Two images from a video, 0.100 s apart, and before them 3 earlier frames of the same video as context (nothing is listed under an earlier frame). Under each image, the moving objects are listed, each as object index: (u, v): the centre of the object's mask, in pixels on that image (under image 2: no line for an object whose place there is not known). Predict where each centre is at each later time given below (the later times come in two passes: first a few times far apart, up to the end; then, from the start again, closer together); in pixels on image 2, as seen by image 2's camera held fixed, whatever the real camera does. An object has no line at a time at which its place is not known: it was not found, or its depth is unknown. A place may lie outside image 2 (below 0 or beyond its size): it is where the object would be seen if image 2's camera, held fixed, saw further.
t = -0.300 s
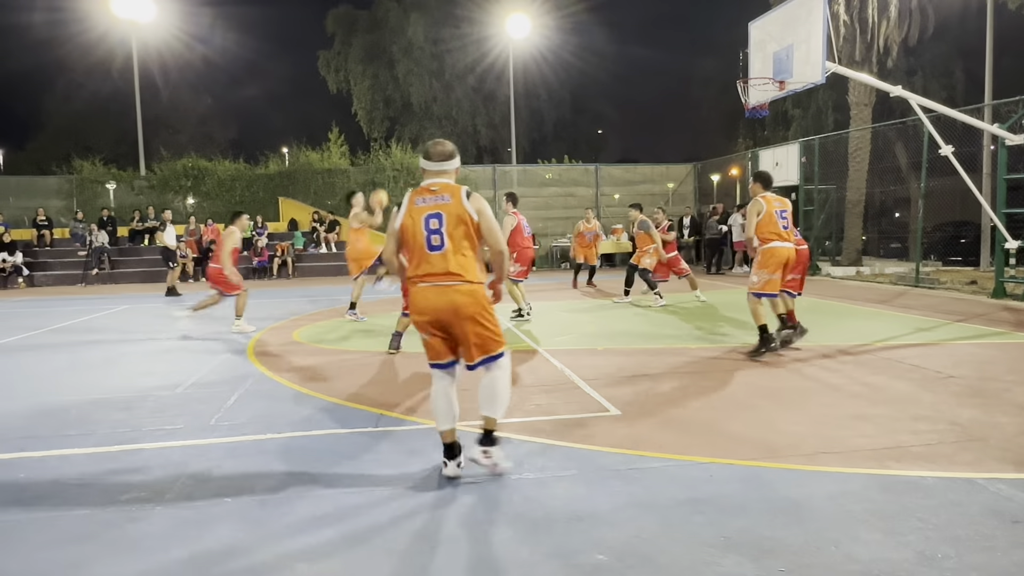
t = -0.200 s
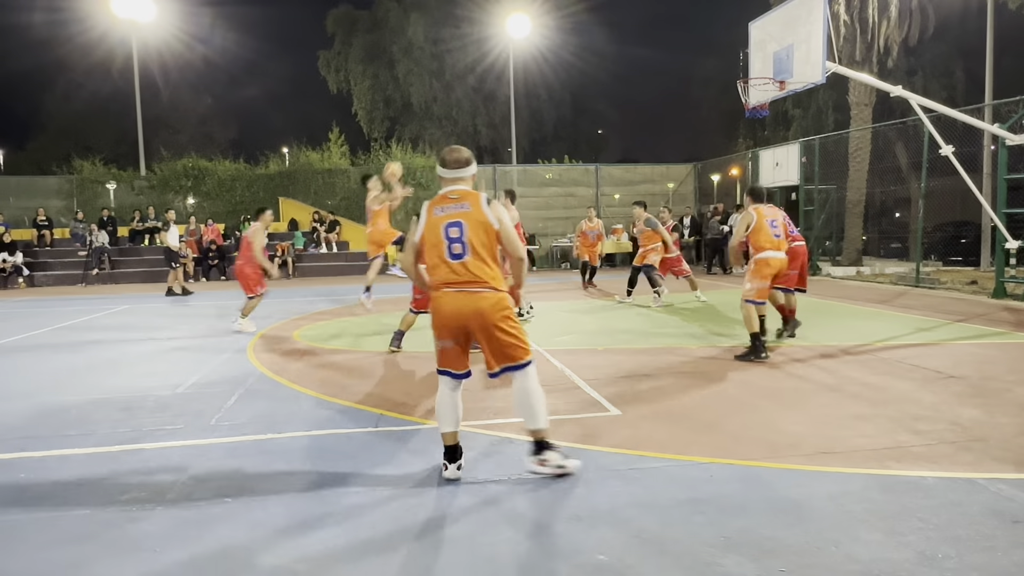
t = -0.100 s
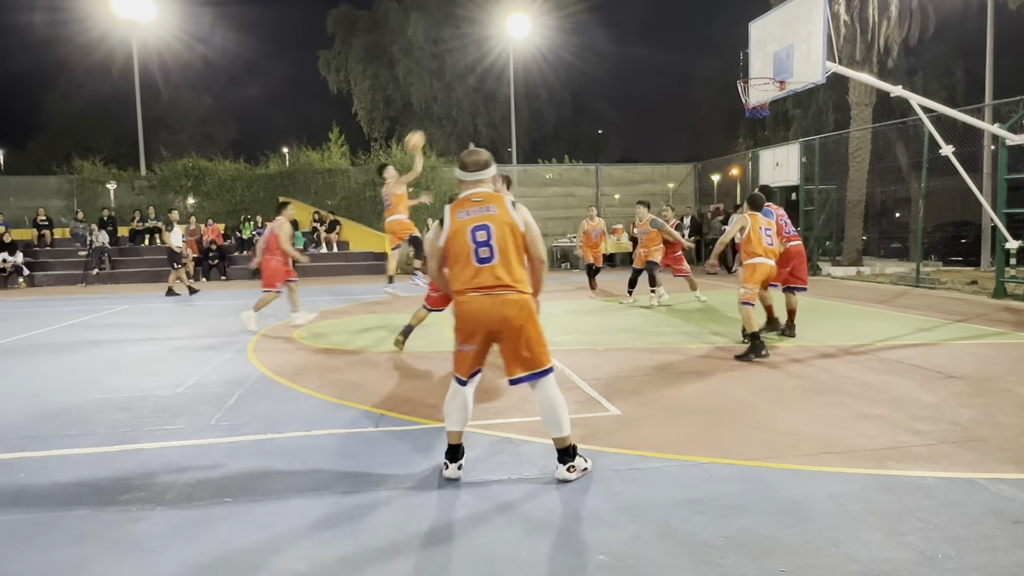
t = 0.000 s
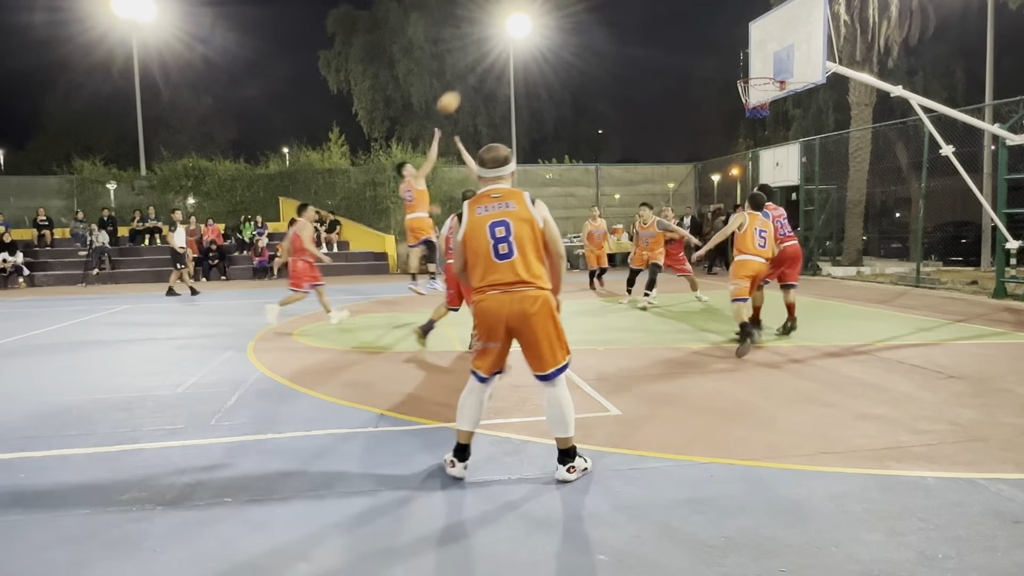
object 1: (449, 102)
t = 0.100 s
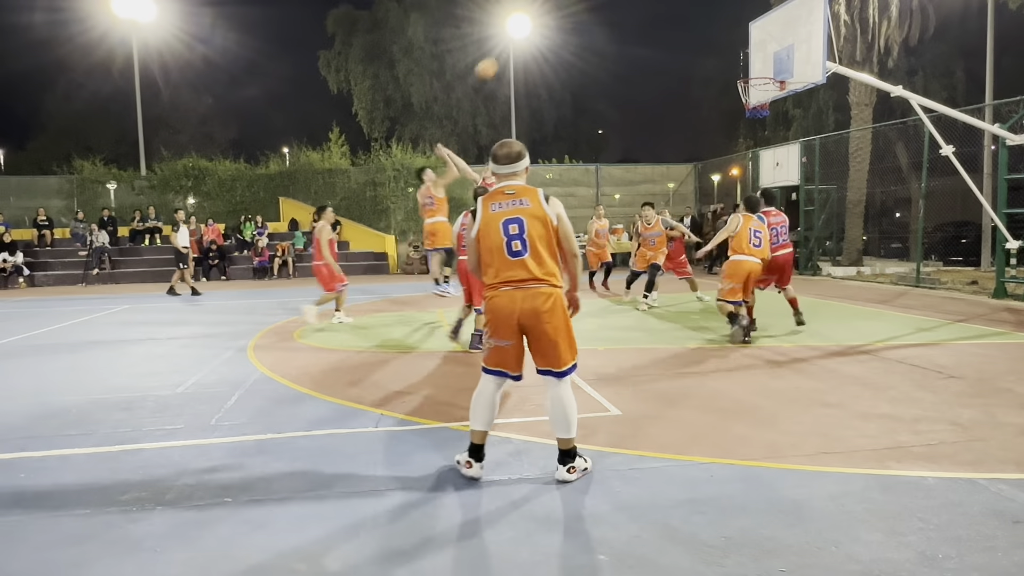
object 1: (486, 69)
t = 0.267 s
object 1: (552, 26)
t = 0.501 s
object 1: (636, 7)
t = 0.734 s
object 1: (722, 23)
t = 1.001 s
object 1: (751, 78)
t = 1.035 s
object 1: (747, 77)
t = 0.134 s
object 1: (498, 59)
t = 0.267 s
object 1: (552, 26)
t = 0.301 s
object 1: (564, 21)
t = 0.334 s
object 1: (574, 17)
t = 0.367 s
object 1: (586, 13)
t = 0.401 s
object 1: (599, 10)
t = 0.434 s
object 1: (611, 8)
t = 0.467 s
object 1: (623, 8)
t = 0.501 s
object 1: (636, 7)
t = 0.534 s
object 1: (648, 7)
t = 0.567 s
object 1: (661, 8)
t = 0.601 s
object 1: (673, 8)
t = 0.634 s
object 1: (686, 10)
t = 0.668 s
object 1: (698, 14)
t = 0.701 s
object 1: (710, 18)
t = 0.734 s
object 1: (722, 23)
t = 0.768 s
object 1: (735, 29)
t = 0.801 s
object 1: (744, 35)
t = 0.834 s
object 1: (758, 43)
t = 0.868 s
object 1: (772, 52)
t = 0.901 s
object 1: (779, 59)
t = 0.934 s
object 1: (770, 66)
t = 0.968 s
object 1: (761, 73)
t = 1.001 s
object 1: (751, 78)
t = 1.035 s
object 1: (747, 77)
